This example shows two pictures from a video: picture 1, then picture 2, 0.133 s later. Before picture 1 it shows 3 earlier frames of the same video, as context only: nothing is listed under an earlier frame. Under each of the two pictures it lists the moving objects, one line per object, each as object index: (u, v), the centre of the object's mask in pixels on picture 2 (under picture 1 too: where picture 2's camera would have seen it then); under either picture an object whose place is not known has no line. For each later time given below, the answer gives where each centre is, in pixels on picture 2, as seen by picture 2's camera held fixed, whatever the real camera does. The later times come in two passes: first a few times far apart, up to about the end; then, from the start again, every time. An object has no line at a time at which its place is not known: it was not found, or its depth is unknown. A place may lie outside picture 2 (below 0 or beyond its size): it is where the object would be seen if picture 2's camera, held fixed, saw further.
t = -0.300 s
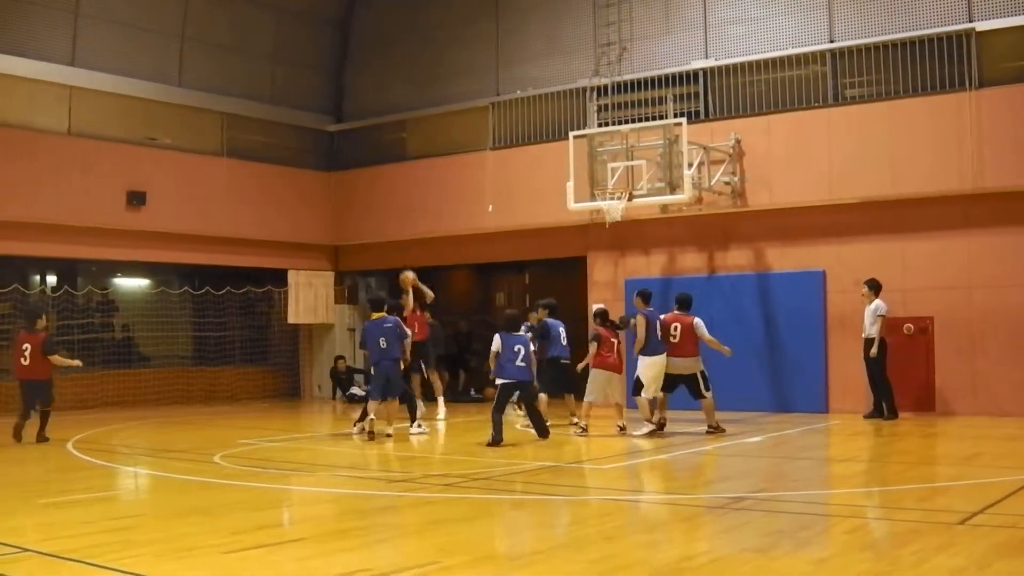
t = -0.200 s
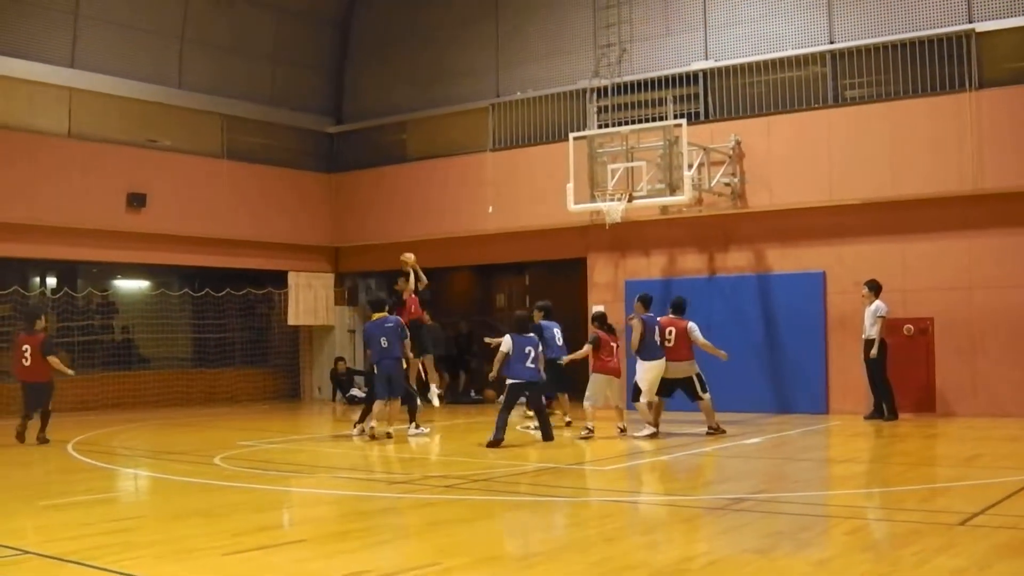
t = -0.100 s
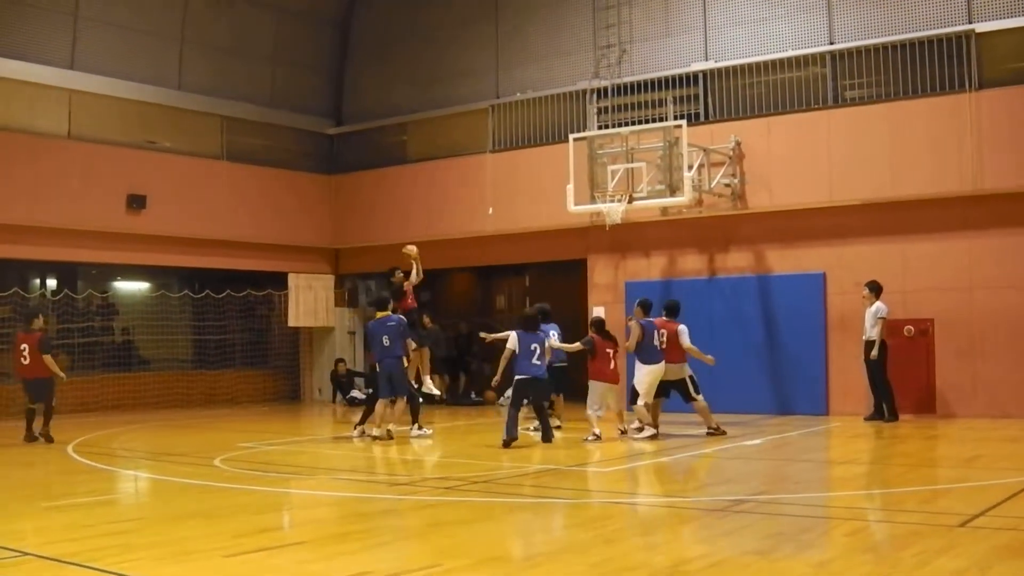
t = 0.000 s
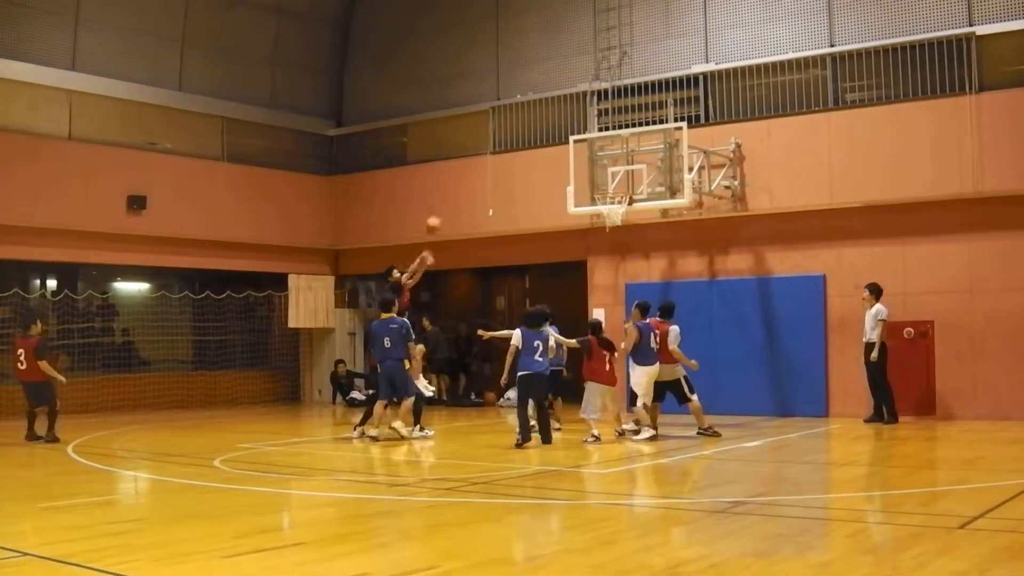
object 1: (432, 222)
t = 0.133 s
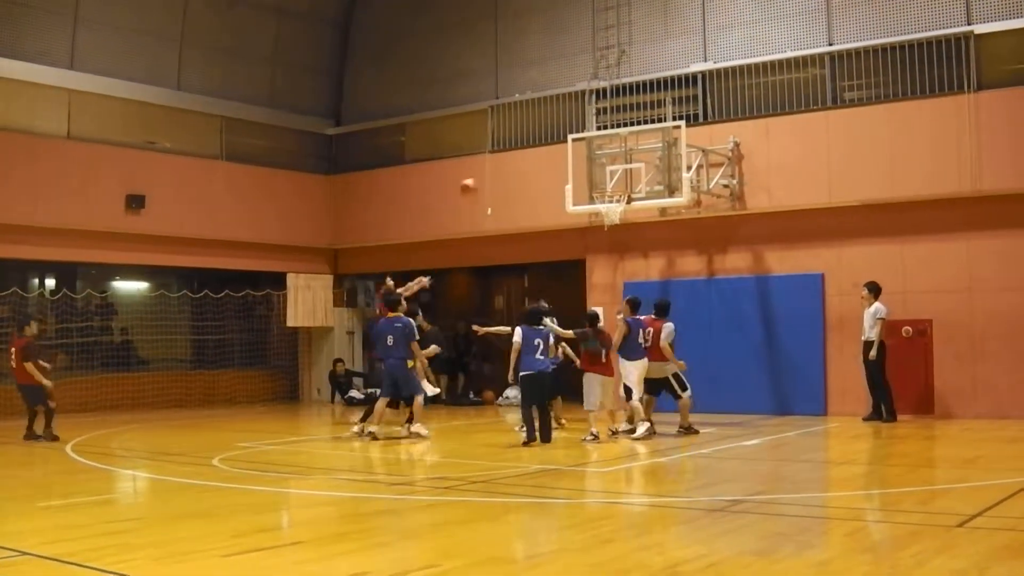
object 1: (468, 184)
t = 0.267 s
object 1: (507, 161)
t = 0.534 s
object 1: (555, 150)
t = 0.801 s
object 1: (530, 189)
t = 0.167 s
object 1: (478, 177)
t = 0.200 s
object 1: (488, 173)
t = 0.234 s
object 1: (498, 165)
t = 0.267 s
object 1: (507, 161)
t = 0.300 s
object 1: (517, 157)
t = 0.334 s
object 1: (527, 153)
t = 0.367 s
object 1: (536, 152)
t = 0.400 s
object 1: (545, 149)
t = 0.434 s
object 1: (556, 148)
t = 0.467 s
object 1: (561, 149)
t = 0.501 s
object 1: (558, 148)
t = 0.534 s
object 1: (555, 150)
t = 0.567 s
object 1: (552, 152)
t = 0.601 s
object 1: (549, 154)
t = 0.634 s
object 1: (546, 158)
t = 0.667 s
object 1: (543, 163)
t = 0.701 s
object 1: (540, 168)
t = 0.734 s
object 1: (536, 174)
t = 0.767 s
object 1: (533, 181)
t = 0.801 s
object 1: (530, 189)
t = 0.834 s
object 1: (527, 198)
